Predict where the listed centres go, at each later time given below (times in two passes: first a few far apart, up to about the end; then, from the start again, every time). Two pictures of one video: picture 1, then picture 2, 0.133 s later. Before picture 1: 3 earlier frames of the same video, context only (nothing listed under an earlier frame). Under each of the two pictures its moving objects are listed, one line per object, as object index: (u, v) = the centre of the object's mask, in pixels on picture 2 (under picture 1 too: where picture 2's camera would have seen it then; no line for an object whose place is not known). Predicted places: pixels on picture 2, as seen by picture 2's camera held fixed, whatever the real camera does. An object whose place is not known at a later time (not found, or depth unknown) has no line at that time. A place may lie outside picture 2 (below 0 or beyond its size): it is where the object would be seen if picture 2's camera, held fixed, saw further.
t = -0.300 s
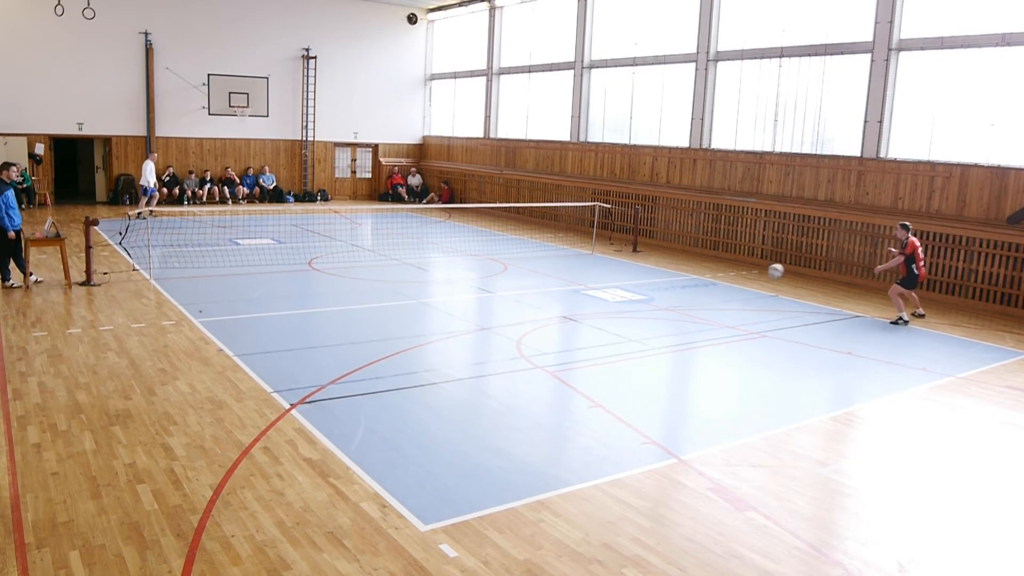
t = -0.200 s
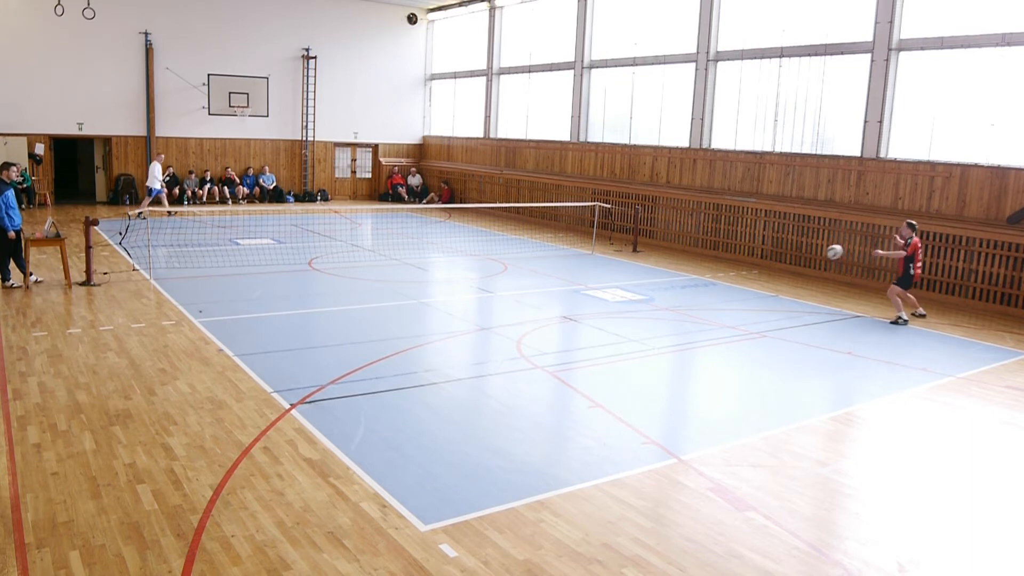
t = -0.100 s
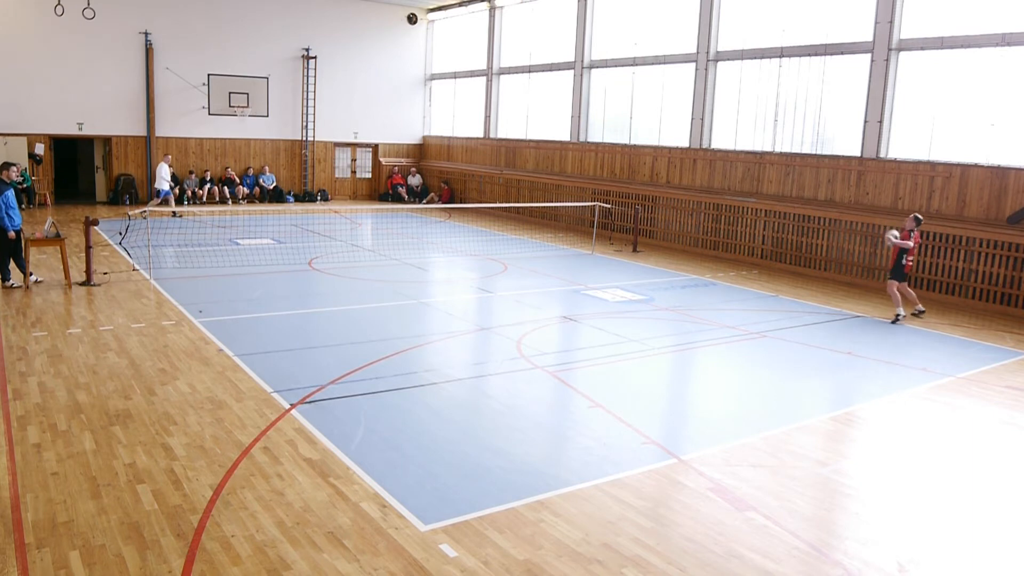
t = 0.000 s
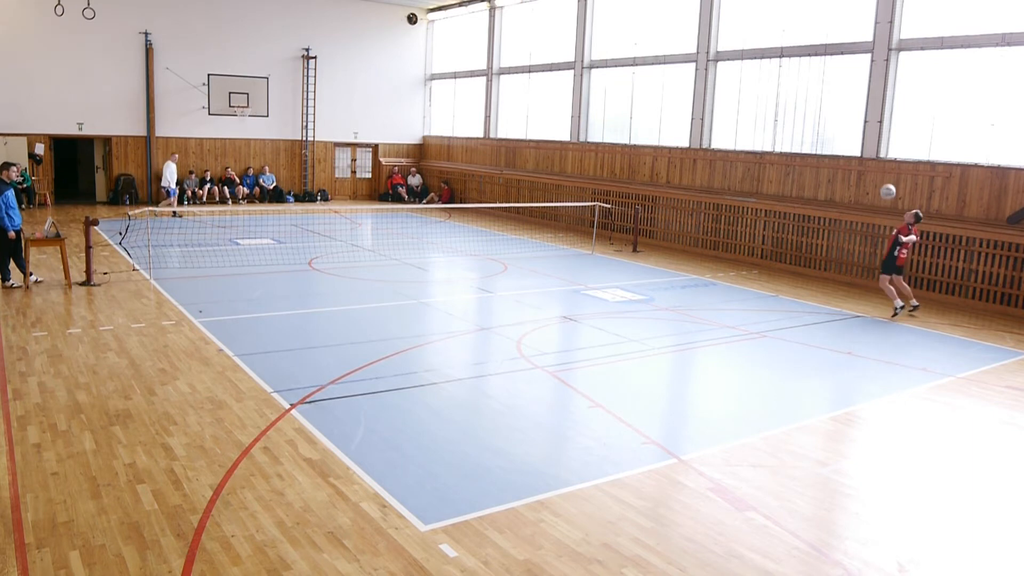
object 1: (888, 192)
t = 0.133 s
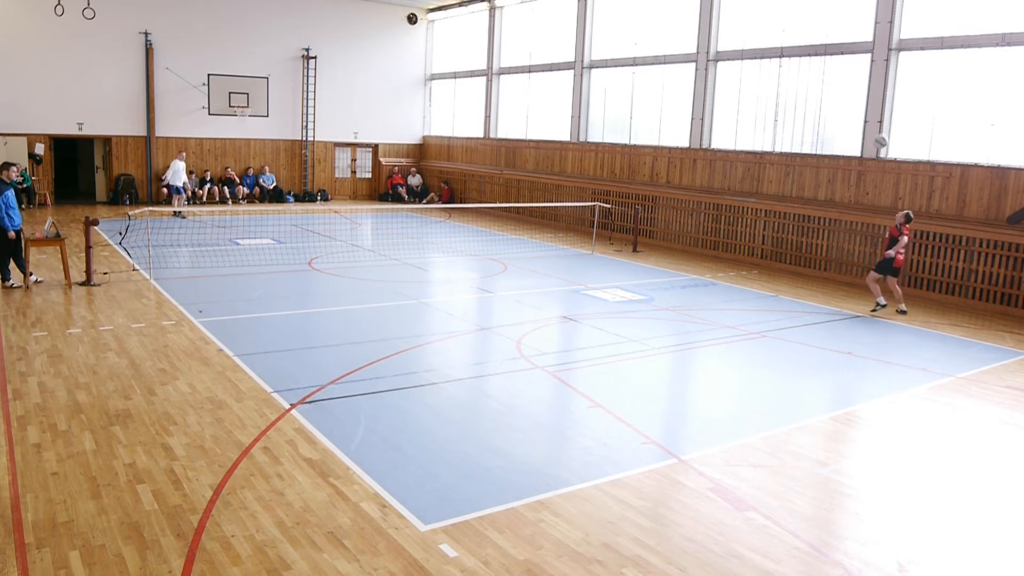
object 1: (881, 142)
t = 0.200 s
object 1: (877, 120)
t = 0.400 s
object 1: (865, 77)
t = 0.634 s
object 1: (848, 57)
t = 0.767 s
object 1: (838, 62)
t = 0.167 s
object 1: (879, 130)
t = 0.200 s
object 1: (877, 120)
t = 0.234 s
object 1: (875, 112)
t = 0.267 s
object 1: (874, 103)
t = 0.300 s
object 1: (871, 95)
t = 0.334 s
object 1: (869, 88)
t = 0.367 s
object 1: (867, 82)
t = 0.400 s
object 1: (865, 77)
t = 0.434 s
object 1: (862, 72)
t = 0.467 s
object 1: (860, 68)
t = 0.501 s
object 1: (858, 65)
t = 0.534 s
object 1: (856, 62)
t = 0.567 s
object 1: (853, 60)
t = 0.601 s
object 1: (851, 58)
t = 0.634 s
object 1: (848, 57)
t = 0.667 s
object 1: (846, 58)
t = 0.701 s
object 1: (844, 58)
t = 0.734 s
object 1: (841, 60)
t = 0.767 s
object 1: (838, 62)
